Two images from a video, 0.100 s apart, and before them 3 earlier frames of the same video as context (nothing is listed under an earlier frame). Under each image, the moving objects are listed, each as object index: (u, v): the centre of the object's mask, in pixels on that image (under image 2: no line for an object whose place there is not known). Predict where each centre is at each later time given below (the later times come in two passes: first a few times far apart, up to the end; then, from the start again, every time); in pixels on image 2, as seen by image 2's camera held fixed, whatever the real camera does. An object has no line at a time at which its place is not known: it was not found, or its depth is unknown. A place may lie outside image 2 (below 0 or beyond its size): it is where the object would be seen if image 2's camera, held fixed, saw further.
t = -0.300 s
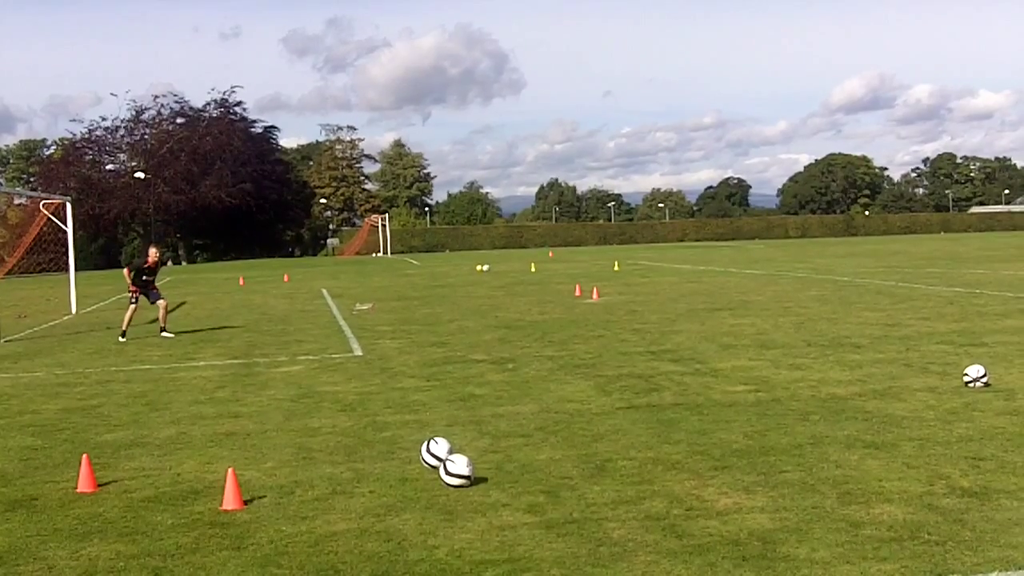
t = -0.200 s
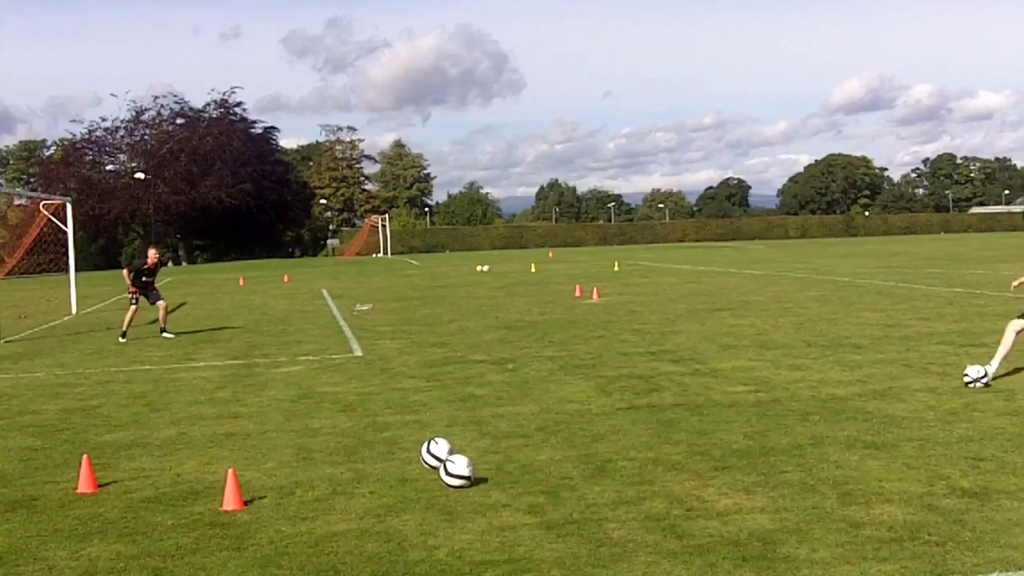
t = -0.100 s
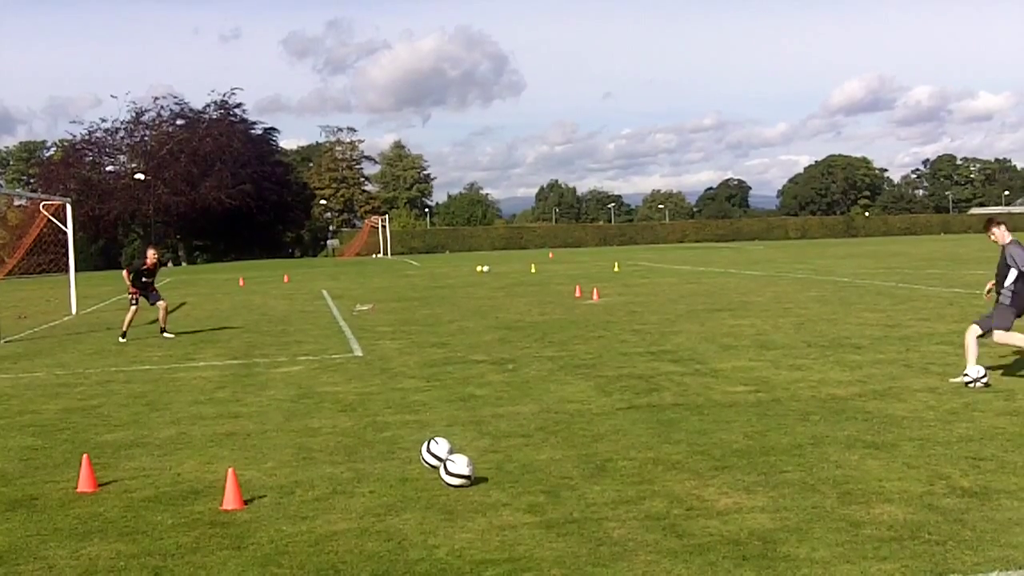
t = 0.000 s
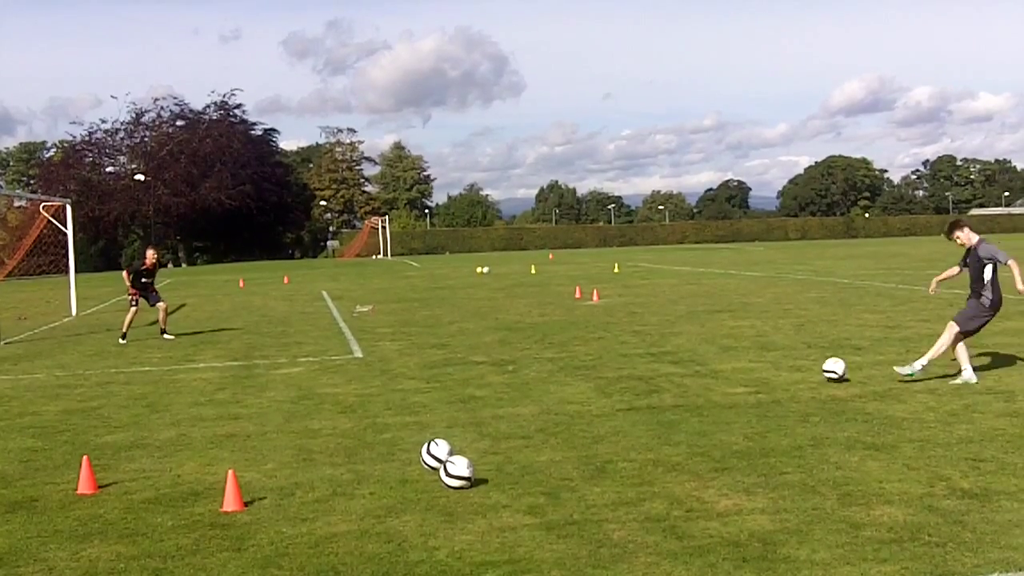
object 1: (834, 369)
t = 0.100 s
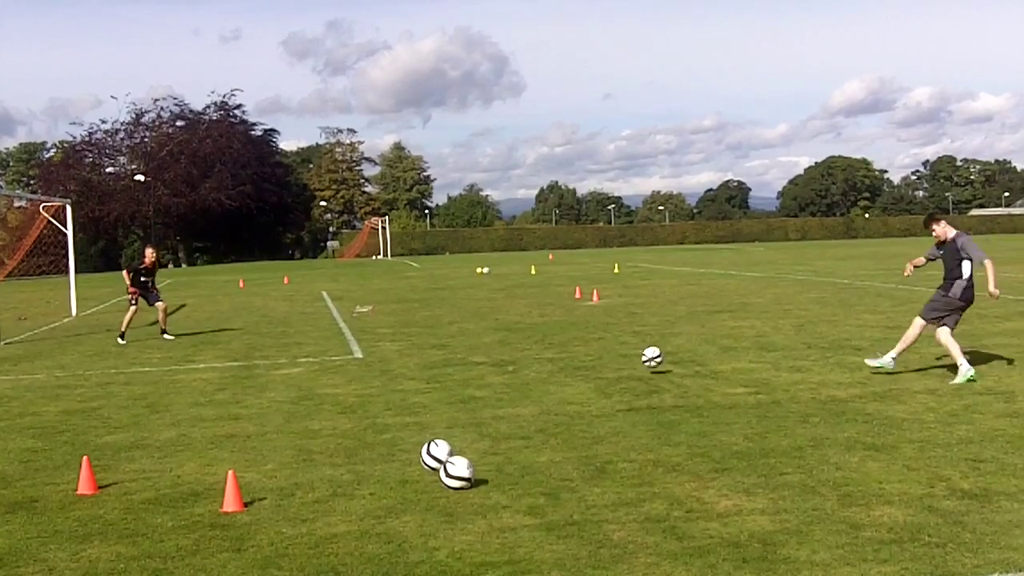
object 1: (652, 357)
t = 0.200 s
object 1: (508, 351)
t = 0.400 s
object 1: (298, 345)
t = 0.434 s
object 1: (272, 341)
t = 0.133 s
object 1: (600, 354)
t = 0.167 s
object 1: (552, 353)
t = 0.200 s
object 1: (508, 351)
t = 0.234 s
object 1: (466, 351)
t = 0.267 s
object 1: (427, 351)
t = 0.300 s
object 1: (391, 352)
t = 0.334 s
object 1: (356, 353)
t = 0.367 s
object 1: (326, 348)
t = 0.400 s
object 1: (298, 345)
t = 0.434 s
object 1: (272, 341)
